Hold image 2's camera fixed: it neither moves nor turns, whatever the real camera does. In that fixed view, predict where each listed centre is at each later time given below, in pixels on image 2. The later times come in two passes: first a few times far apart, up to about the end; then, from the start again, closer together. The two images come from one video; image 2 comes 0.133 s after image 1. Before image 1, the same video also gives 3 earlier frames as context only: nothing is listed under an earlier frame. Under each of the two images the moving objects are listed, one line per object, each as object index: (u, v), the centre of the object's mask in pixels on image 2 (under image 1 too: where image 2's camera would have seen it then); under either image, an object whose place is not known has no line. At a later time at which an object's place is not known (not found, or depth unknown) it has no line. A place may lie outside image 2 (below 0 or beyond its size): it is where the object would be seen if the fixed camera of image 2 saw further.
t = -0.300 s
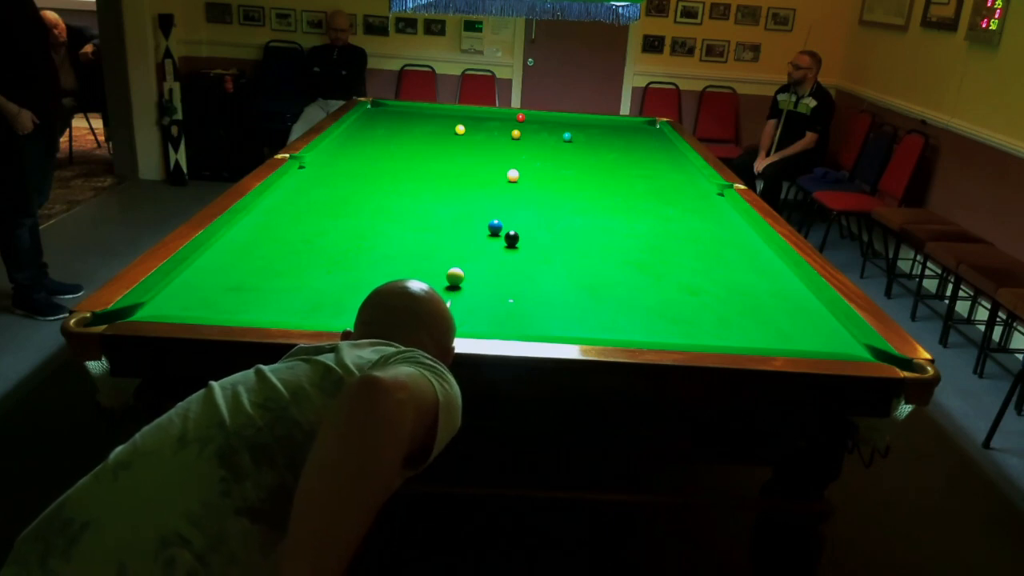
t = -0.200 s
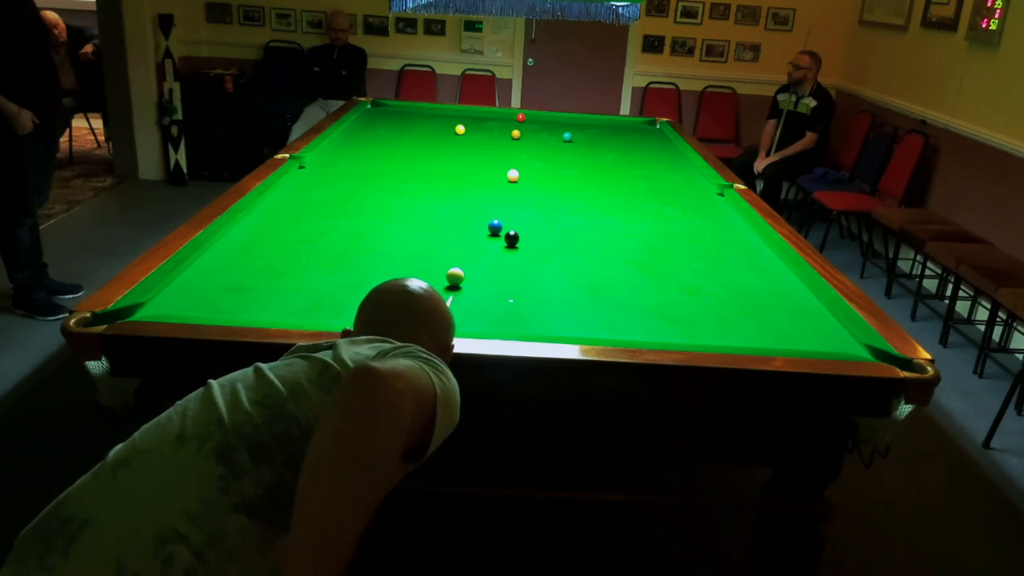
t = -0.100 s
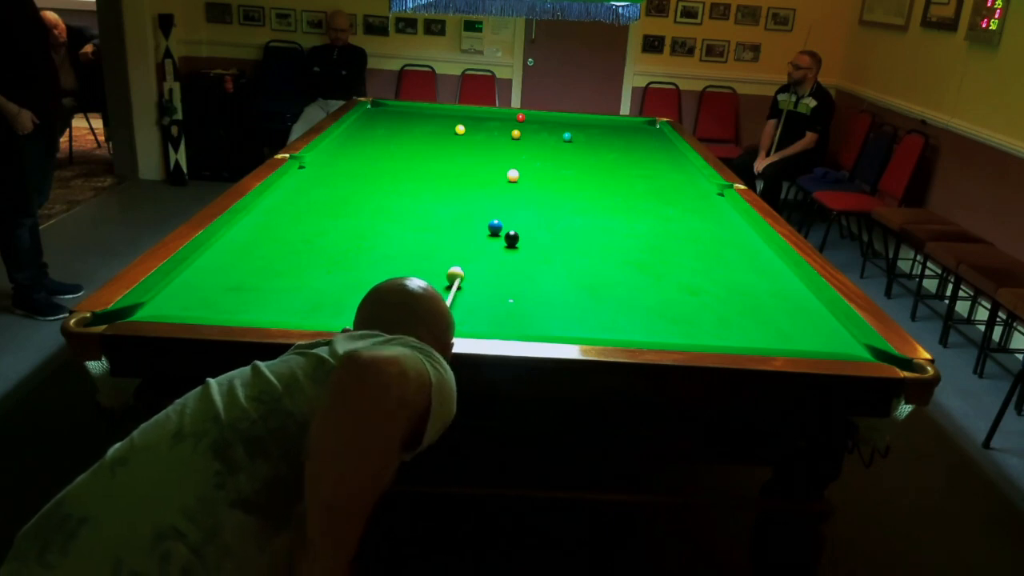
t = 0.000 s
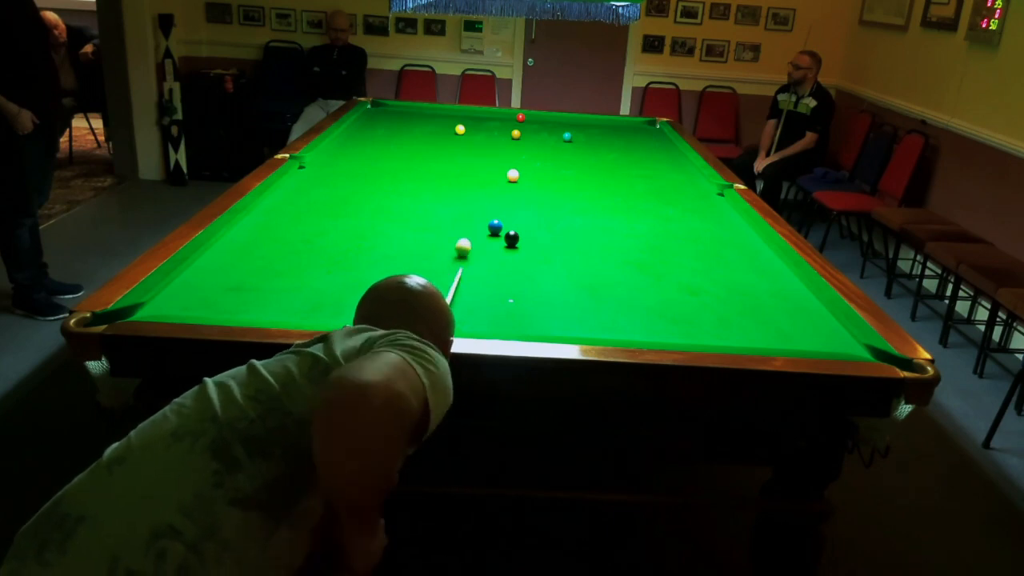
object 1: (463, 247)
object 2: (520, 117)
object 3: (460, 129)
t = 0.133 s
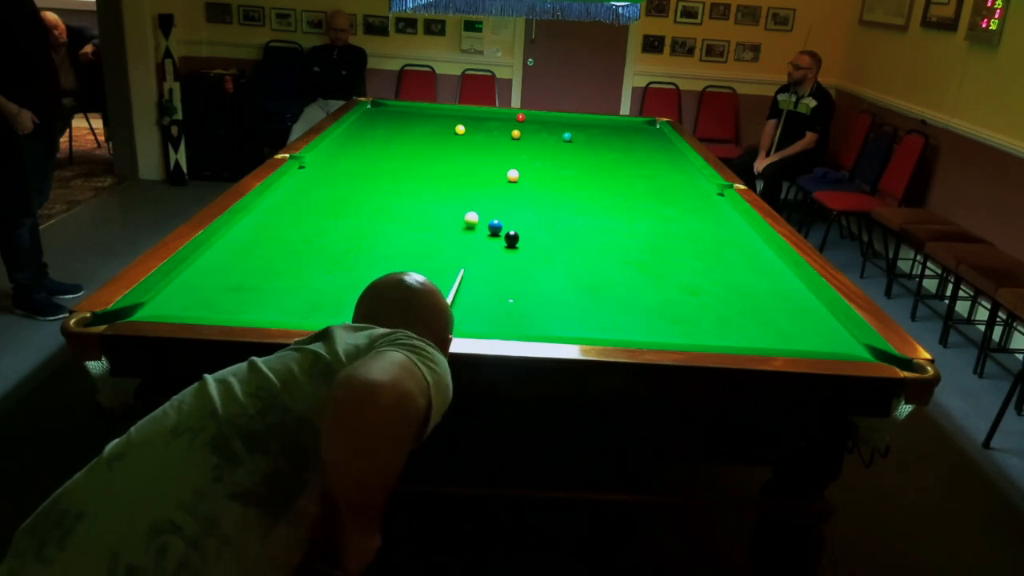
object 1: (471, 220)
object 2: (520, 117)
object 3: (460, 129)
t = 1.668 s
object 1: (500, 119)
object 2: (548, 122)
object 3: (460, 129)
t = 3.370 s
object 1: (461, 132)
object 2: (637, 146)
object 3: (417, 137)
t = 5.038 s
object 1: (458, 133)
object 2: (562, 153)
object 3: (364, 146)
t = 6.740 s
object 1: (458, 133)
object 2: (520, 156)
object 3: (347, 148)
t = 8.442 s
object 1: (458, 133)
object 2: (516, 156)
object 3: (347, 148)
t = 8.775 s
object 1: (458, 133)
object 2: (516, 156)
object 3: (347, 148)
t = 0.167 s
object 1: (473, 214)
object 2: (520, 117)
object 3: (460, 129)
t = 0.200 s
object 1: (475, 209)
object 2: (520, 117)
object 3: (460, 129)
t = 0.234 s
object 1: (476, 204)
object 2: (520, 117)
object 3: (460, 129)
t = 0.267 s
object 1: (478, 200)
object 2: (520, 117)
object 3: (460, 129)
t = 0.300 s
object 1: (479, 196)
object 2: (520, 117)
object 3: (460, 129)
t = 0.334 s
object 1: (481, 191)
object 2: (520, 117)
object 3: (460, 129)
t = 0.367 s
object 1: (482, 187)
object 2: (520, 117)
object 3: (460, 129)
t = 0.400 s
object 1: (483, 184)
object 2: (520, 117)
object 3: (460, 129)
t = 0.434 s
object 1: (484, 180)
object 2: (520, 117)
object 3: (460, 129)
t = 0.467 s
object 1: (486, 176)
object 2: (520, 117)
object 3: (460, 129)
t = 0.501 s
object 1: (487, 173)
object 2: (520, 117)
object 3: (460, 129)
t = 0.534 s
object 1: (488, 169)
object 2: (520, 117)
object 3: (460, 129)
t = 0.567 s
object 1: (489, 166)
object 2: (520, 117)
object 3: (460, 129)
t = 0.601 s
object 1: (490, 163)
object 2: (520, 117)
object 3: (460, 129)
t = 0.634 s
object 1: (491, 160)
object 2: (520, 117)
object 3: (460, 129)
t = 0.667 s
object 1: (492, 157)
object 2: (520, 117)
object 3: (460, 129)
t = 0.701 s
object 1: (493, 154)
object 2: (520, 117)
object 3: (460, 129)
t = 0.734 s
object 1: (494, 152)
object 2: (520, 117)
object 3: (460, 129)
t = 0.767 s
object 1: (495, 149)
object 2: (520, 117)
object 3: (460, 129)
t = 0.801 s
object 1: (496, 146)
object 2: (520, 117)
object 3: (460, 129)
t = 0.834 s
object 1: (496, 144)
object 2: (520, 117)
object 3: (460, 129)
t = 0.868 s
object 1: (497, 142)
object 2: (520, 117)
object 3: (460, 129)
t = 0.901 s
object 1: (498, 139)
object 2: (520, 117)
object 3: (460, 129)
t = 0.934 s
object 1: (498, 137)
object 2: (520, 117)
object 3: (460, 129)
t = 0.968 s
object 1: (499, 135)
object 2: (520, 117)
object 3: (460, 129)
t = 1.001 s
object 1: (500, 132)
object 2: (520, 117)
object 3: (460, 129)
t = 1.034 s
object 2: (520, 117)
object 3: (460, 129)
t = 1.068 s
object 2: (520, 117)
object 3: (460, 129)
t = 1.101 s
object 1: (501, 127)
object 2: (520, 117)
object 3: (460, 129)
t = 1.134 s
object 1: (502, 125)
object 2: (520, 117)
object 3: (460, 129)
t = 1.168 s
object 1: (503, 123)
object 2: (520, 117)
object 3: (460, 129)
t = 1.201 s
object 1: (503, 121)
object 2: (520, 117)
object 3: (460, 129)
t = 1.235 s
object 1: (504, 119)
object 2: (520, 117)
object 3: (460, 129)
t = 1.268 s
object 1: (504, 118)
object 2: (520, 117)
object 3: (460, 129)
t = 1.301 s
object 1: (505, 116)
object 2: (520, 117)
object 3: (460, 129)
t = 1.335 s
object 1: (505, 114)
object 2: (520, 117)
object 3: (460, 129)
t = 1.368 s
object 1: (506, 113)
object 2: (520, 117)
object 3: (460, 129)
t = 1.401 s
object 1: (508, 113)
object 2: (520, 117)
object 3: (460, 129)
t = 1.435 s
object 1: (511, 115)
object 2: (520, 117)
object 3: (460, 129)
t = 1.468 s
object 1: (512, 116)
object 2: (522, 117)
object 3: (460, 129)
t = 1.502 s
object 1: (509, 117)
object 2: (528, 118)
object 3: (460, 129)
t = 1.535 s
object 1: (507, 117)
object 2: (532, 119)
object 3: (460, 129)
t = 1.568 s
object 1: (505, 118)
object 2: (537, 120)
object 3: (460, 129)
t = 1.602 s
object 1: (504, 118)
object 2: (540, 121)
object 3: (460, 129)
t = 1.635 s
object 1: (502, 118)
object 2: (544, 121)
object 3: (460, 129)
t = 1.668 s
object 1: (500, 119)
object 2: (548, 122)
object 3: (460, 129)
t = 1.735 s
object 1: (497, 120)
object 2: (556, 123)
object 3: (460, 129)
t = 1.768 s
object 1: (495, 120)
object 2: (560, 124)
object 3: (460, 129)
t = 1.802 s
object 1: (494, 121)
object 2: (563, 125)
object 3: (460, 129)
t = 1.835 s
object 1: (492, 121)
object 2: (567, 125)
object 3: (460, 129)
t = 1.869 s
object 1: (491, 122)
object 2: (571, 126)
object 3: (460, 129)
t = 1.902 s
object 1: (489, 122)
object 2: (575, 127)
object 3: (460, 129)
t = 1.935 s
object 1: (487, 123)
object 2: (578, 127)
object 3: (460, 129)
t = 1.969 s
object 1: (485, 123)
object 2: (582, 128)
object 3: (460, 129)
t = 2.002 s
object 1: (484, 123)
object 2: (586, 129)
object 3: (460, 129)
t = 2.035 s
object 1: (482, 124)
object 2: (590, 129)
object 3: (460, 129)
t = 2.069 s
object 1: (480, 124)
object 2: (594, 130)
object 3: (460, 129)
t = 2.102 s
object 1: (478, 125)
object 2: (597, 131)
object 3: (460, 129)
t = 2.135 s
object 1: (477, 125)
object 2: (601, 131)
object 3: (460, 129)
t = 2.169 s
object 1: (475, 126)
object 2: (605, 132)
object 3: (460, 129)
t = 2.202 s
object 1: (473, 126)
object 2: (609, 133)
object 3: (460, 129)
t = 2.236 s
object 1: (472, 127)
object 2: (613, 133)
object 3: (460, 129)
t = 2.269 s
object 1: (470, 127)
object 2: (617, 134)
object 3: (460, 129)
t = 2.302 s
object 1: (468, 128)
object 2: (620, 135)
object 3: (459, 129)
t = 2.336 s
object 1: (467, 128)
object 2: (624, 135)
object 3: (459, 129)
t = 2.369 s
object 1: (466, 128)
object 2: (628, 136)
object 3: (458, 130)
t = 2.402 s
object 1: (466, 128)
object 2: (632, 136)
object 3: (457, 130)
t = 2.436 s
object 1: (466, 128)
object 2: (636, 137)
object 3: (455, 130)
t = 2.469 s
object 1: (465, 129)
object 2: (639, 138)
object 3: (454, 130)
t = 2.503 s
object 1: (465, 129)
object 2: (643, 138)
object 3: (452, 131)
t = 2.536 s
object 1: (465, 129)
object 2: (647, 139)
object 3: (451, 131)
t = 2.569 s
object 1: (465, 129)
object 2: (651, 140)
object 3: (449, 131)
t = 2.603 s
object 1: (465, 129)
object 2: (655, 140)
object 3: (448, 131)
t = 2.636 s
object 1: (464, 130)
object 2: (658, 141)
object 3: (447, 132)
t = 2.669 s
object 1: (464, 130)
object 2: (662, 142)
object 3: (445, 132)
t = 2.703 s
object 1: (464, 130)
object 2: (666, 142)
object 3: (444, 132)
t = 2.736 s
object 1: (464, 130)
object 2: (670, 143)
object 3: (442, 133)
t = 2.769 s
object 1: (463, 130)
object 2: (670, 143)
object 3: (441, 133)
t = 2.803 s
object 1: (463, 130)
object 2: (668, 143)
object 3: (439, 133)
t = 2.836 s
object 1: (463, 130)
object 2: (666, 143)
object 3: (438, 133)
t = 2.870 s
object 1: (463, 129)
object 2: (664, 143)
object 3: (436, 132)
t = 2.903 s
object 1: (463, 130)
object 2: (662, 144)
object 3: (435, 133)
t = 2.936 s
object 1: (462, 131)
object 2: (660, 144)
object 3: (434, 134)
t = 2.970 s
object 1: (462, 131)
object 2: (658, 144)
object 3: (433, 135)
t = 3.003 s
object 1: (462, 132)
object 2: (656, 145)
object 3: (432, 135)
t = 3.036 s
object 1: (462, 132)
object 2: (655, 145)
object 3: (430, 135)
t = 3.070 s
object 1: (462, 131)
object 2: (653, 145)
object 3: (429, 135)
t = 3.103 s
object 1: (462, 131)
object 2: (651, 145)
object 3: (427, 135)
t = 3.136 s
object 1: (461, 132)
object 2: (650, 145)
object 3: (426, 136)
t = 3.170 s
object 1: (461, 132)
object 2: (648, 145)
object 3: (425, 136)
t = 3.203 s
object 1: (461, 132)
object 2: (646, 146)
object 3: (423, 136)
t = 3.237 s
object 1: (461, 132)
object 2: (644, 146)
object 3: (422, 136)
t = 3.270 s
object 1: (461, 132)
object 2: (642, 146)
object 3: (421, 137)
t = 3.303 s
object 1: (461, 132)
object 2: (640, 146)
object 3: (419, 137)
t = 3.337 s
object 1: (461, 132)
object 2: (639, 146)
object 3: (418, 137)
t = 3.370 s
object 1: (461, 132)
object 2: (637, 146)
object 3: (417, 137)
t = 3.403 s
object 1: (460, 132)
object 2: (635, 146)
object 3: (416, 137)
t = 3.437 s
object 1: (460, 132)
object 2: (634, 147)
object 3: (414, 138)
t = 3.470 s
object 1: (460, 132)
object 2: (632, 147)
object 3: (413, 138)
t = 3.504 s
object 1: (460, 132)
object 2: (630, 147)
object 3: (412, 138)
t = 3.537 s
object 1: (460, 132)
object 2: (629, 147)
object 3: (411, 138)
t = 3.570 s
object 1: (460, 133)
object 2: (627, 148)
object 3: (409, 138)
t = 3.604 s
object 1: (460, 133)
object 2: (625, 148)
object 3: (408, 139)
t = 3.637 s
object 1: (459, 133)
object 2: (623, 148)
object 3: (407, 139)
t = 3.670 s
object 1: (459, 133)
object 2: (622, 148)
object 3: (406, 139)
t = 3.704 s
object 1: (459, 133)
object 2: (620, 148)
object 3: (404, 139)
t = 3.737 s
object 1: (459, 133)
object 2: (618, 148)
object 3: (403, 140)
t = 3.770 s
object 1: (459, 133)
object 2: (617, 148)
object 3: (402, 140)
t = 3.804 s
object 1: (459, 133)
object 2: (615, 148)
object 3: (401, 140)
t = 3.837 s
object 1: (459, 133)
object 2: (613, 148)
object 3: (399, 140)
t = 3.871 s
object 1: (458, 133)
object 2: (612, 149)
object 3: (399, 140)
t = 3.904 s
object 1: (458, 133)
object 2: (610, 149)
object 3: (397, 141)
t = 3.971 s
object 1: (458, 133)
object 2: (607, 149)
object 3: (395, 141)
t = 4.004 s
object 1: (458, 133)
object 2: (605, 149)
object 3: (394, 141)
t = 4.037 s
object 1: (458, 133)
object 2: (604, 149)
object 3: (393, 141)
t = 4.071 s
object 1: (458, 133)
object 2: (602, 150)
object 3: (392, 142)
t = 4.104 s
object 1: (458, 133)
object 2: (601, 150)
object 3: (391, 142)
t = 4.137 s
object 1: (458, 133)
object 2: (599, 150)
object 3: (390, 142)
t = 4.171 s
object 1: (458, 133)
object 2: (598, 150)
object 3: (389, 142)
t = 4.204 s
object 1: (458, 133)
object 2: (596, 150)
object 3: (387, 142)
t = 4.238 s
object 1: (458, 133)
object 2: (595, 150)
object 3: (386, 142)
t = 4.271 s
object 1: (458, 133)
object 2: (593, 150)
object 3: (385, 143)
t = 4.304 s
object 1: (458, 133)
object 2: (592, 151)
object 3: (384, 143)
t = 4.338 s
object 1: (458, 133)
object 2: (590, 151)
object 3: (383, 143)
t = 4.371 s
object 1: (458, 133)
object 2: (589, 151)
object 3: (382, 143)
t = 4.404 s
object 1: (458, 133)
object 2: (587, 151)
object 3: (381, 143)
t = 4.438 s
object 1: (458, 133)
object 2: (586, 151)
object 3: (380, 143)
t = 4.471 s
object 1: (458, 133)
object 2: (584, 151)
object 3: (379, 144)
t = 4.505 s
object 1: (458, 133)
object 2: (583, 151)
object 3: (378, 144)
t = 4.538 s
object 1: (458, 133)
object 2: (581, 151)
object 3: (378, 144)
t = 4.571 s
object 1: (458, 133)
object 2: (580, 151)
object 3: (377, 144)
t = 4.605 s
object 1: (458, 133)
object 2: (579, 151)
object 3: (375, 144)
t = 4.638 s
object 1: (458, 133)
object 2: (577, 152)
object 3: (375, 144)
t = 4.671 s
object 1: (458, 133)
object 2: (576, 152)
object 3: (374, 144)
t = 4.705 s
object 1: (458, 133)
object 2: (575, 152)
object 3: (373, 145)
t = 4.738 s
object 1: (458, 133)
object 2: (573, 152)
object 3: (372, 145)
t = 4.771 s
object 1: (458, 133)
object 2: (572, 152)
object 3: (371, 145)
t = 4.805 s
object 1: (458, 133)
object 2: (571, 152)
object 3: (370, 145)
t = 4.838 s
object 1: (458, 133)
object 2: (569, 152)
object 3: (369, 145)
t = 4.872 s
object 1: (458, 133)
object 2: (568, 152)
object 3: (368, 145)
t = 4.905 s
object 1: (458, 133)
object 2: (567, 153)
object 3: (368, 145)
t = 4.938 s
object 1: (458, 133)
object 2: (565, 153)
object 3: (367, 146)
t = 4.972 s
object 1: (458, 133)
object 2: (564, 153)
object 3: (366, 145)
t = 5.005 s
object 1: (458, 133)
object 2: (563, 153)
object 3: (365, 146)
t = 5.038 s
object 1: (458, 133)
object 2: (562, 153)
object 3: (364, 146)
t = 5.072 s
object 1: (458, 133)
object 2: (561, 153)
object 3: (363, 146)
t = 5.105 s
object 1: (458, 133)
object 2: (559, 153)
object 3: (363, 146)
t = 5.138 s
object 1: (458, 133)
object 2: (558, 153)
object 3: (362, 146)
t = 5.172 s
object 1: (458, 133)
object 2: (557, 153)
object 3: (361, 146)
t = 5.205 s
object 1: (458, 133)
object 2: (556, 153)
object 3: (361, 146)
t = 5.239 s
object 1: (458, 133)
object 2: (555, 153)
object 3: (360, 146)
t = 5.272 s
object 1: (458, 133)
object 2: (554, 153)
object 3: (359, 147)
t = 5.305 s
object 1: (458, 133)
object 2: (553, 154)
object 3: (358, 147)
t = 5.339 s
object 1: (458, 133)
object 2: (551, 154)
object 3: (358, 147)
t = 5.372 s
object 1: (458, 133)
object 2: (550, 154)
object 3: (357, 147)
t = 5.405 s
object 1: (458, 133)
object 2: (549, 154)
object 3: (356, 147)
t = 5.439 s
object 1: (458, 133)
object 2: (548, 154)
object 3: (356, 147)
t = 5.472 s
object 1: (458, 133)
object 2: (547, 154)
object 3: (356, 147)
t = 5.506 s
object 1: (458, 133)
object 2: (546, 154)
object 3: (355, 147)
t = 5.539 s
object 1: (458, 133)
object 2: (545, 154)
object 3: (354, 147)
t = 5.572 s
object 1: (458, 133)
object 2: (544, 154)
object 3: (354, 147)
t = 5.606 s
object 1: (458, 133)
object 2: (543, 154)
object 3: (353, 147)
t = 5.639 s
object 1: (458, 133)
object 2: (542, 154)
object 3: (353, 147)
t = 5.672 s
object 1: (458, 133)
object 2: (541, 154)
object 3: (353, 148)
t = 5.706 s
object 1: (458, 133)
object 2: (541, 154)
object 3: (352, 147)
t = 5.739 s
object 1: (458, 133)
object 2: (540, 154)
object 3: (352, 147)
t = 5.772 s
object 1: (458, 133)
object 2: (539, 155)
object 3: (351, 147)
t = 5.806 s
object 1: (458, 133)
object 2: (538, 155)
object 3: (351, 148)
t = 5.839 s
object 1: (458, 133)
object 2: (537, 155)
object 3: (350, 148)
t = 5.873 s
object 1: (458, 133)
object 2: (536, 155)
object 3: (350, 148)
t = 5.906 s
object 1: (458, 133)
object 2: (535, 155)
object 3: (350, 148)
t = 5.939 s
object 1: (458, 133)
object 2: (534, 155)
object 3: (349, 148)
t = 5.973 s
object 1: (458, 133)
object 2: (534, 155)
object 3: (349, 148)
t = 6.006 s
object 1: (458, 133)
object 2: (533, 155)
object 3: (349, 148)
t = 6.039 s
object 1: (458, 133)
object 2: (532, 155)
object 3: (348, 148)
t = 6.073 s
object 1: (458, 133)
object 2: (531, 155)
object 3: (348, 148)
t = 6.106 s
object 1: (458, 133)
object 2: (531, 155)
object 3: (348, 148)
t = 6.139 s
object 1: (458, 133)
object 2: (530, 155)
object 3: (348, 148)
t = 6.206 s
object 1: (458, 133)
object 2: (529, 155)
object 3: (347, 148)
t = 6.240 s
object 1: (458, 133)
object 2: (528, 155)
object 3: (347, 148)
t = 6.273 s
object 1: (458, 133)
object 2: (527, 155)
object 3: (347, 148)
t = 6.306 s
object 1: (458, 133)
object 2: (527, 155)
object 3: (347, 148)
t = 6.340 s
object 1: (458, 133)
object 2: (526, 155)
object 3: (347, 148)
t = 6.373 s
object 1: (458, 133)
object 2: (525, 155)
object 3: (347, 148)
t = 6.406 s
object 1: (458, 133)
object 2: (525, 155)
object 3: (347, 148)
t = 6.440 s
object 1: (458, 133)
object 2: (524, 156)
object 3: (347, 148)
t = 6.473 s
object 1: (458, 133)
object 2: (524, 155)
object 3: (347, 148)
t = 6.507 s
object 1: (458, 133)
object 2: (523, 156)
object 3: (347, 148)
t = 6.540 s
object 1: (458, 133)
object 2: (523, 156)
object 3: (346, 148)
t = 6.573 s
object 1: (458, 133)
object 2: (522, 156)
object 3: (347, 148)
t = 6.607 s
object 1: (458, 133)
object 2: (522, 156)
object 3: (347, 148)
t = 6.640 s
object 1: (458, 133)
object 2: (521, 156)
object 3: (347, 148)
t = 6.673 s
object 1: (458, 133)
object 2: (521, 156)
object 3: (347, 148)
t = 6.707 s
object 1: (458, 133)
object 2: (520, 156)
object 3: (347, 148)
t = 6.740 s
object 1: (458, 133)
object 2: (520, 156)
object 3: (347, 148)
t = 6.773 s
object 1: (458, 133)
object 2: (519, 156)
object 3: (347, 148)
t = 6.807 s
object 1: (458, 133)
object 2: (519, 156)
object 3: (347, 148)
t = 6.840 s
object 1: (458, 133)
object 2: (519, 156)
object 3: (347, 148)
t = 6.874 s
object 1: (458, 133)
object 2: (518, 156)
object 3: (347, 148)
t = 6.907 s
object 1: (458, 133)
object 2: (518, 156)
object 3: (347, 148)
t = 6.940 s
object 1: (458, 133)
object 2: (518, 156)
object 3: (347, 148)
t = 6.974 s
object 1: (458, 133)
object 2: (518, 156)
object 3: (347, 148)
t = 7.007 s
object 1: (458, 133)
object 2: (517, 156)
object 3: (347, 148)
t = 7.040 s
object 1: (458, 133)
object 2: (517, 156)
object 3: (347, 148)
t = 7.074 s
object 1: (458, 133)
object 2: (517, 156)
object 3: (347, 148)
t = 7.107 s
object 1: (458, 133)
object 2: (517, 156)
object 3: (347, 148)
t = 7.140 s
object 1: (458, 133)
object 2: (516, 156)
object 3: (347, 148)
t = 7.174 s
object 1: (458, 133)
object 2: (516, 156)
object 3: (347, 148)
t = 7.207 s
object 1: (458, 133)
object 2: (516, 156)
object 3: (347, 148)
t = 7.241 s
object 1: (458, 133)
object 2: (516, 156)
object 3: (347, 148)
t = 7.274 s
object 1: (458, 133)
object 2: (516, 156)
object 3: (347, 148)
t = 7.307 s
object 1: (458, 133)
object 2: (516, 156)
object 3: (347, 148)
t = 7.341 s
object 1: (458, 133)
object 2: (516, 156)
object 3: (347, 148)
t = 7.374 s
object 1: (458, 133)
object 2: (516, 156)
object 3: (347, 148)
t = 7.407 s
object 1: (458, 133)
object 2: (516, 156)
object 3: (347, 148)
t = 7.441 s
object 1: (458, 133)
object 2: (516, 156)
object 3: (347, 148)
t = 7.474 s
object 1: (458, 133)
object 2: (516, 156)
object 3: (347, 148)
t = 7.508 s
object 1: (458, 133)
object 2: (516, 156)
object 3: (347, 148)
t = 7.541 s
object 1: (458, 133)
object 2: (516, 156)
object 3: (347, 148)
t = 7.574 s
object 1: (458, 132)
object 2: (516, 156)
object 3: (347, 148)
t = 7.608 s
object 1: (458, 132)
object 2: (516, 156)
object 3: (346, 147)
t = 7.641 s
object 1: (458, 133)
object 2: (516, 156)
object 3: (347, 148)
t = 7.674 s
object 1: (458, 133)
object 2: (516, 156)
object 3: (347, 148)
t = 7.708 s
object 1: (458, 133)
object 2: (516, 156)
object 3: (347, 148)
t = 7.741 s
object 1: (458, 133)
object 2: (516, 156)
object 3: (347, 148)
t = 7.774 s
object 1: (458, 133)
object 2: (516, 157)
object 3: (347, 148)
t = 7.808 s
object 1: (458, 133)
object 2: (516, 156)
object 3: (347, 148)
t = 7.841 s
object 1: (458, 133)
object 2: (516, 156)
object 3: (347, 148)
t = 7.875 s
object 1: (458, 133)
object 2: (516, 156)
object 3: (347, 148)
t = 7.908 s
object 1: (458, 133)
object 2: (516, 156)
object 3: (347, 148)
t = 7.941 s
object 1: (458, 133)
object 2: (516, 156)
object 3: (347, 148)
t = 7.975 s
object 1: (458, 133)
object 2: (516, 156)
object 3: (347, 148)
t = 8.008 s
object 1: (458, 133)
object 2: (516, 156)
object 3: (347, 148)
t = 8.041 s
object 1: (458, 133)
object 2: (516, 156)
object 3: (347, 148)
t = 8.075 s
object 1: (458, 133)
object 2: (516, 156)
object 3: (347, 148)
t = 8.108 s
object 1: (458, 133)
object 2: (516, 156)
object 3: (347, 148)
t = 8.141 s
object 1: (458, 133)
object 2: (516, 156)
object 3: (347, 148)
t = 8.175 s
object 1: (458, 133)
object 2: (516, 156)
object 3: (347, 148)
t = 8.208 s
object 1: (458, 133)
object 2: (516, 156)
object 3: (347, 148)
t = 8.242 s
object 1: (458, 133)
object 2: (516, 156)
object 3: (347, 148)
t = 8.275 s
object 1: (458, 133)
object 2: (516, 156)
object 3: (347, 148)
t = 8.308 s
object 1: (458, 133)
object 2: (516, 156)
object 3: (347, 148)
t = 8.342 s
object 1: (458, 133)
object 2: (516, 156)
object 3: (347, 148)
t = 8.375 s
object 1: (458, 133)
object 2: (516, 156)
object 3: (347, 148)
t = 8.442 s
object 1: (458, 133)
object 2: (516, 156)
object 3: (347, 148)
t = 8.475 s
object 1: (458, 133)
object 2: (516, 156)
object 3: (347, 148)
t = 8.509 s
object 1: (458, 133)
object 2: (516, 156)
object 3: (347, 148)
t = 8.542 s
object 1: (458, 133)
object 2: (516, 156)
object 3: (347, 148)
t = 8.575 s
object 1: (458, 133)
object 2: (516, 156)
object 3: (347, 148)
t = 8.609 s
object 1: (458, 133)
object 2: (516, 156)
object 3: (347, 148)
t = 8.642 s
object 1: (458, 133)
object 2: (516, 156)
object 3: (347, 148)
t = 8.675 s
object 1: (458, 133)
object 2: (516, 156)
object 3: (347, 148)
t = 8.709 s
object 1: (458, 133)
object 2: (516, 156)
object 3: (347, 148)
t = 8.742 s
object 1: (458, 133)
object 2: (516, 156)
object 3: (347, 148)
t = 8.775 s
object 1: (458, 133)
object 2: (516, 156)
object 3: (347, 148)
